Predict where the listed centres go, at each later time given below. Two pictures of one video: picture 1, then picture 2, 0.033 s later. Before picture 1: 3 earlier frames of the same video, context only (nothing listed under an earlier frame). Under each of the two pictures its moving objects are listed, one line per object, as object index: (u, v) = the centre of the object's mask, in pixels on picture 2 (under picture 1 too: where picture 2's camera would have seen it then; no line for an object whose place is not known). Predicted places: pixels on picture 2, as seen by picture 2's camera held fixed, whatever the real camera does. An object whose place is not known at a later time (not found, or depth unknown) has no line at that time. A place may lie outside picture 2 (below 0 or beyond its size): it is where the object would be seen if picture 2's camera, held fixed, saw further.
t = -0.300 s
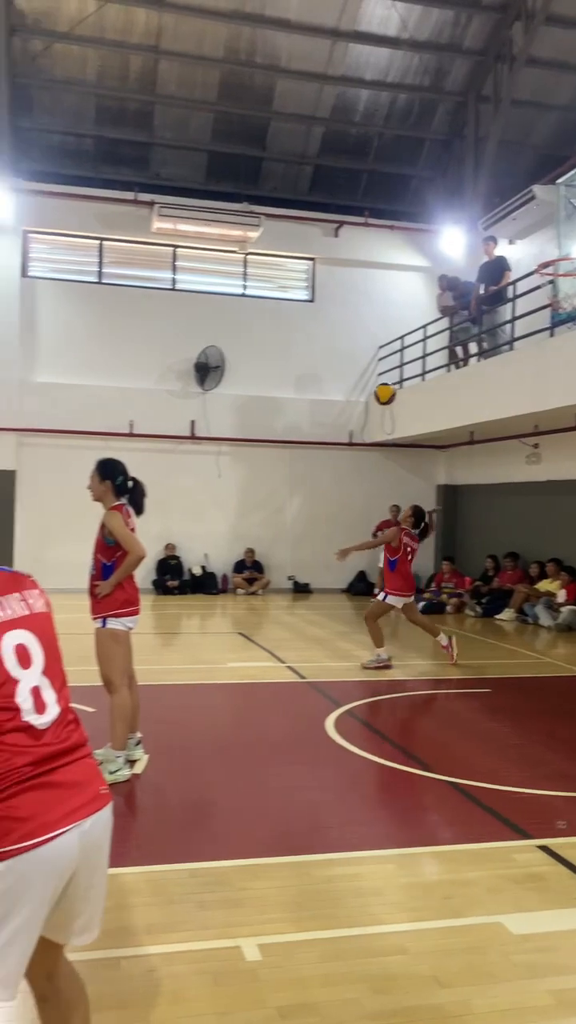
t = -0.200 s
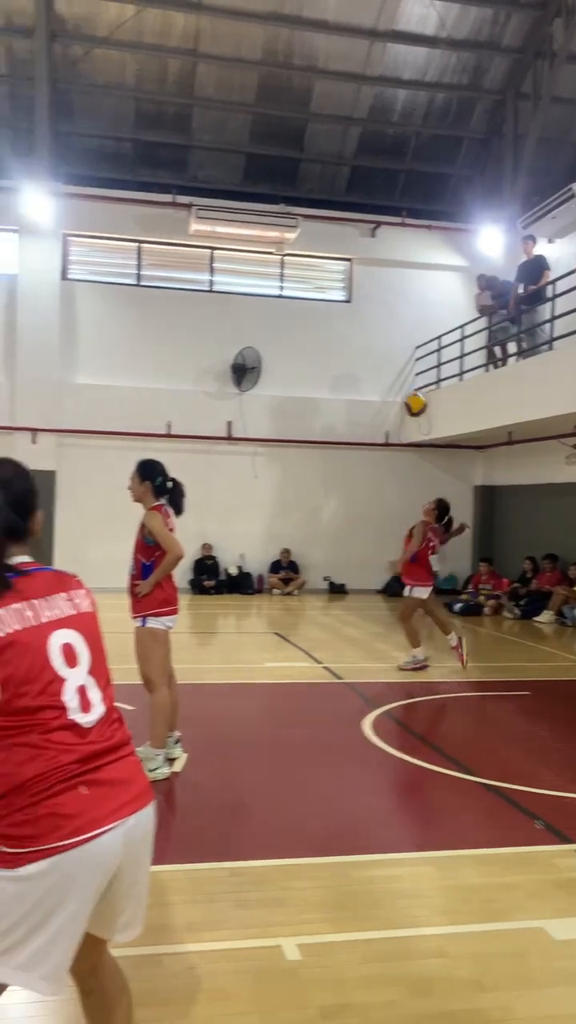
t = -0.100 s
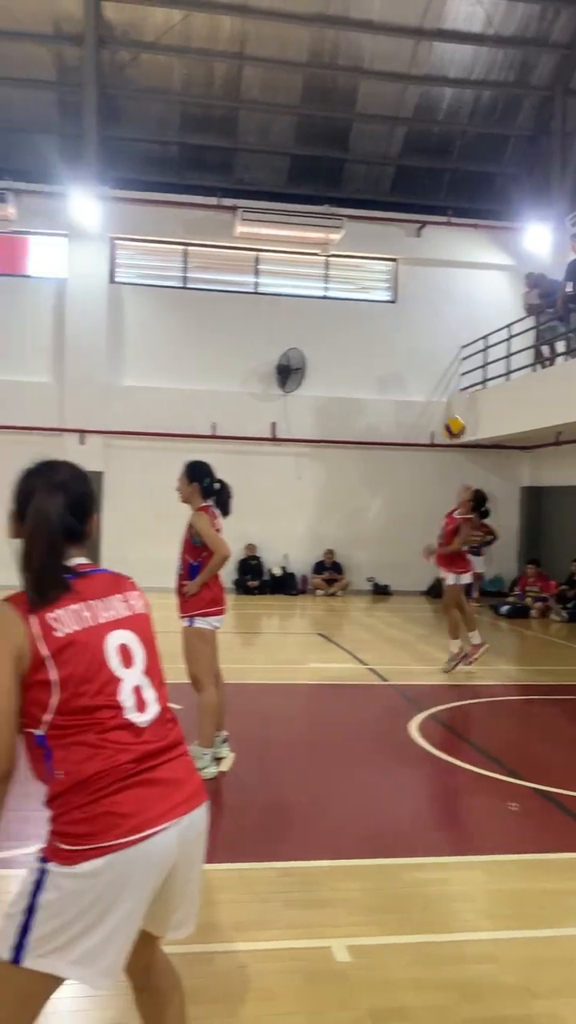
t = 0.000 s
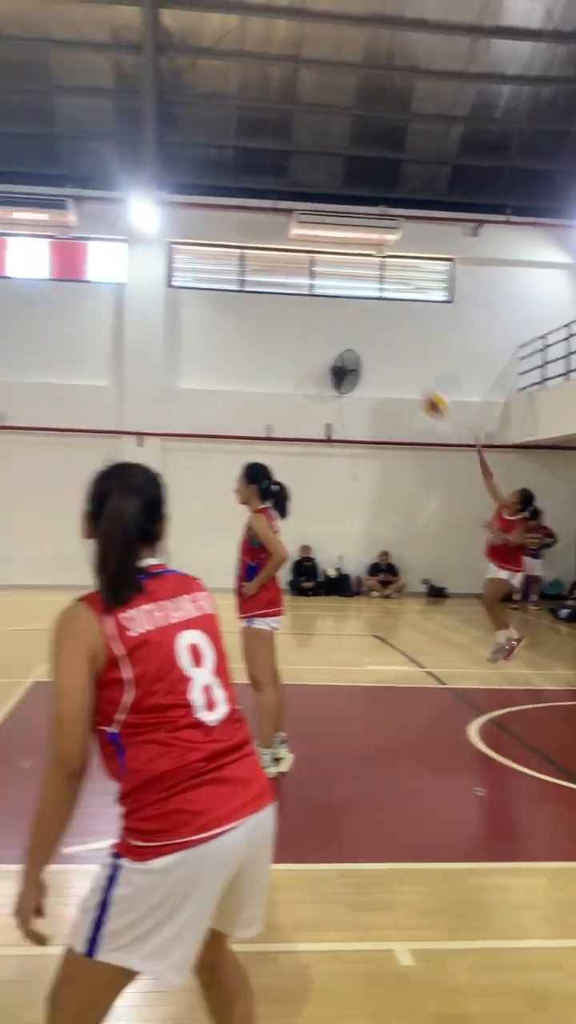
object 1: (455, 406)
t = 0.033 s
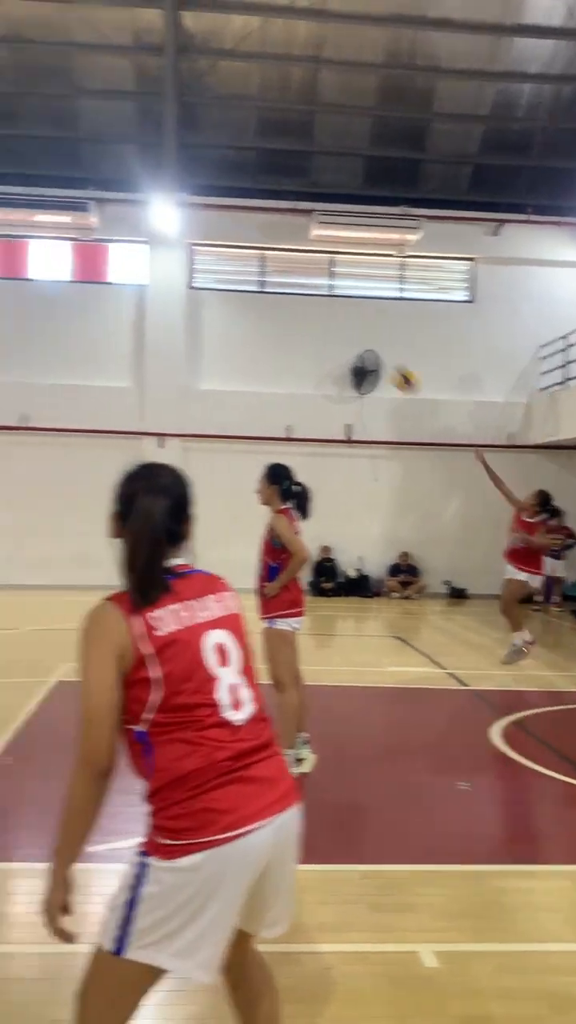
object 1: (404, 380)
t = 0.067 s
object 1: (356, 356)
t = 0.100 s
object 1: (305, 332)
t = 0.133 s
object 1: (255, 309)
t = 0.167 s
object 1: (203, 288)
